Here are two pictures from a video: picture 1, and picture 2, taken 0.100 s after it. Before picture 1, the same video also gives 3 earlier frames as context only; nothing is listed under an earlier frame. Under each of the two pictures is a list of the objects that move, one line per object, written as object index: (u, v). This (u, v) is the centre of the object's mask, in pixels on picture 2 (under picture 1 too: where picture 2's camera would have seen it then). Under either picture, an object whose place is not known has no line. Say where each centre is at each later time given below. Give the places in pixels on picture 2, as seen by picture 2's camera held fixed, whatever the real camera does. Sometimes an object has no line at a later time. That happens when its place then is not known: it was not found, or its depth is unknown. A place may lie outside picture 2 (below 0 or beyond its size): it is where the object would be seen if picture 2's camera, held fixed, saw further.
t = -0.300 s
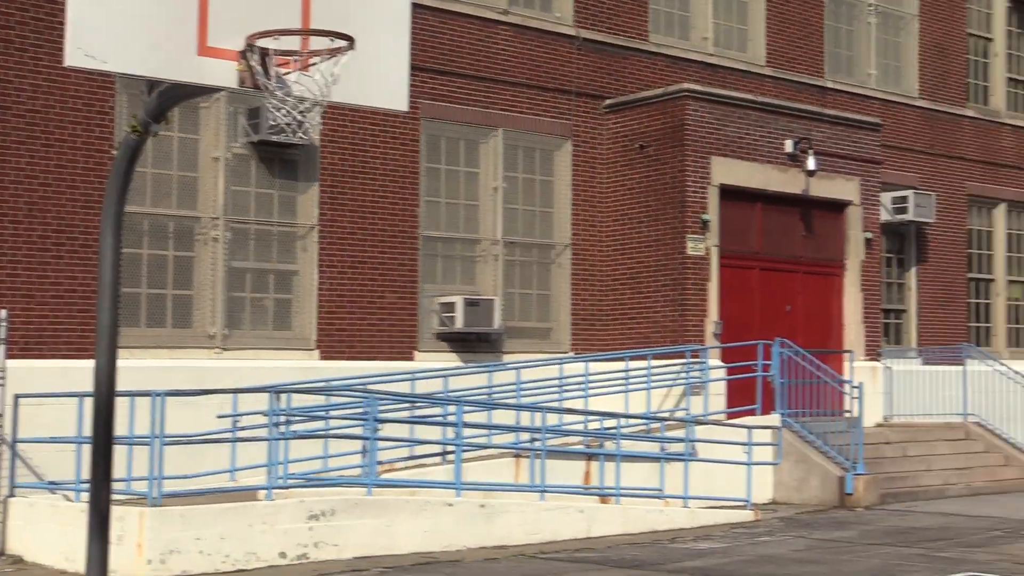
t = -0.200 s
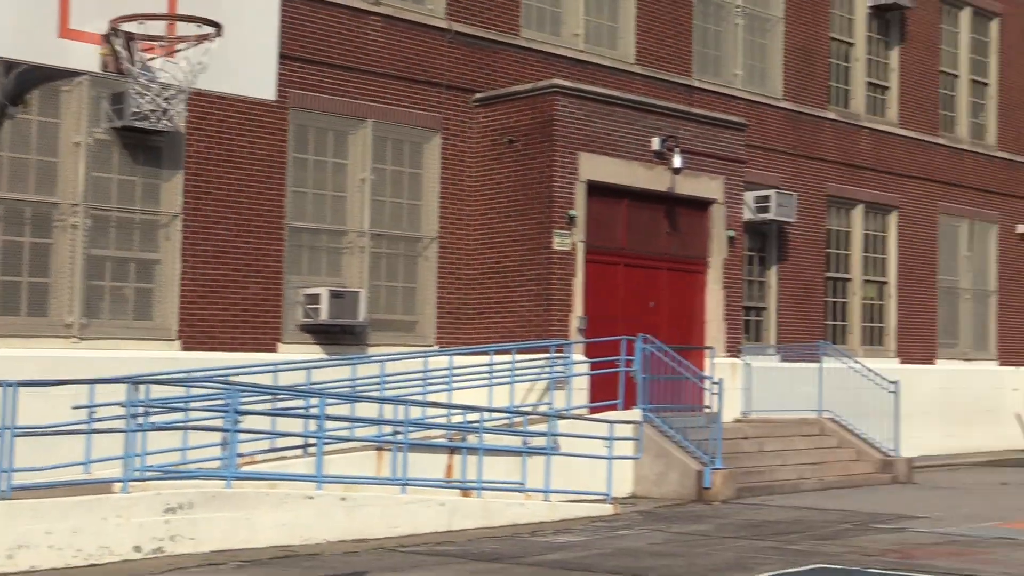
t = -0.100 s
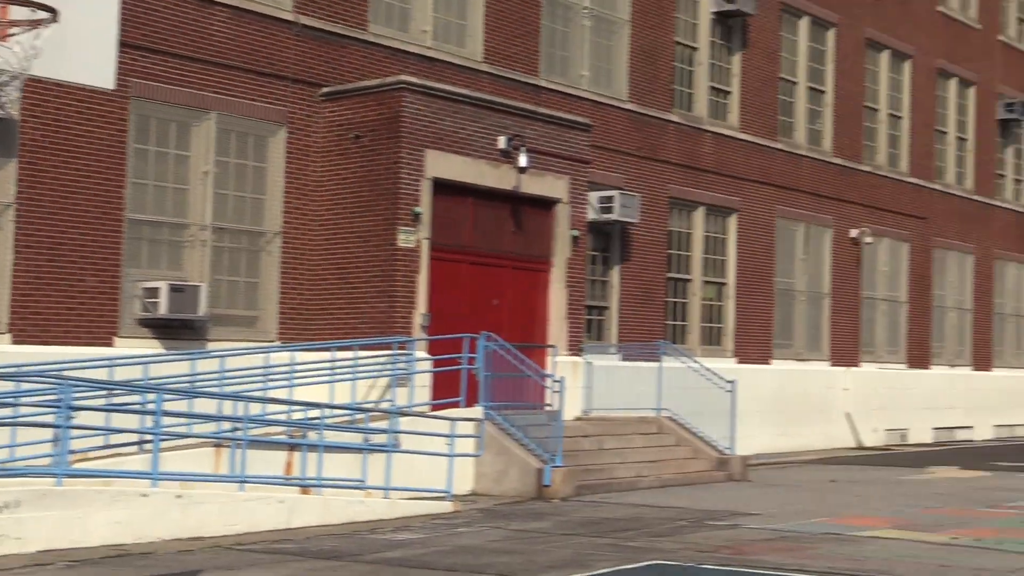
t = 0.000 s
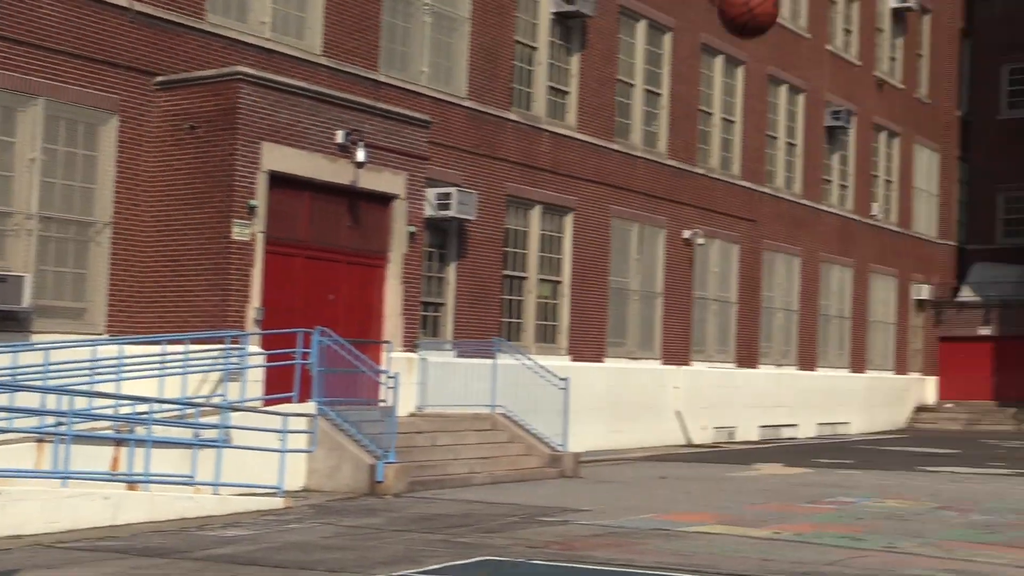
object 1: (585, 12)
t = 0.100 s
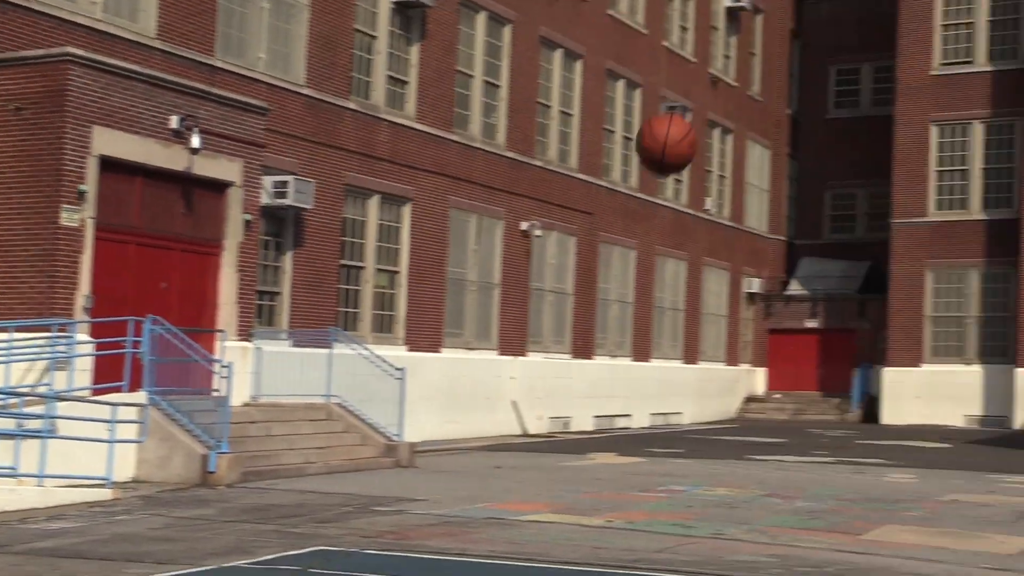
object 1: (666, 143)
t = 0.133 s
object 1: (692, 196)
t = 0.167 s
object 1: (718, 252)
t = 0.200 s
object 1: (745, 312)
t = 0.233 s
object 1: (771, 374)
